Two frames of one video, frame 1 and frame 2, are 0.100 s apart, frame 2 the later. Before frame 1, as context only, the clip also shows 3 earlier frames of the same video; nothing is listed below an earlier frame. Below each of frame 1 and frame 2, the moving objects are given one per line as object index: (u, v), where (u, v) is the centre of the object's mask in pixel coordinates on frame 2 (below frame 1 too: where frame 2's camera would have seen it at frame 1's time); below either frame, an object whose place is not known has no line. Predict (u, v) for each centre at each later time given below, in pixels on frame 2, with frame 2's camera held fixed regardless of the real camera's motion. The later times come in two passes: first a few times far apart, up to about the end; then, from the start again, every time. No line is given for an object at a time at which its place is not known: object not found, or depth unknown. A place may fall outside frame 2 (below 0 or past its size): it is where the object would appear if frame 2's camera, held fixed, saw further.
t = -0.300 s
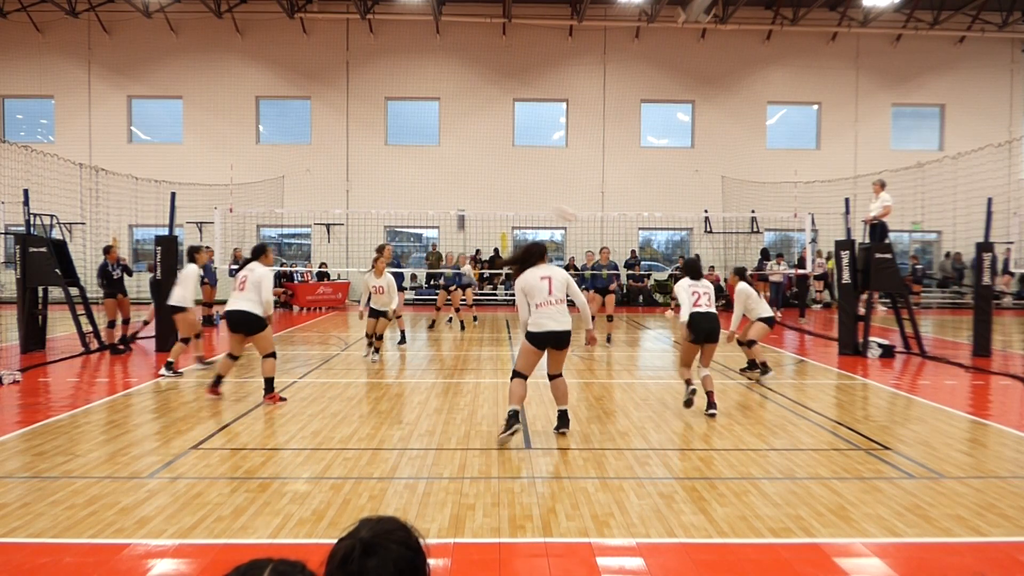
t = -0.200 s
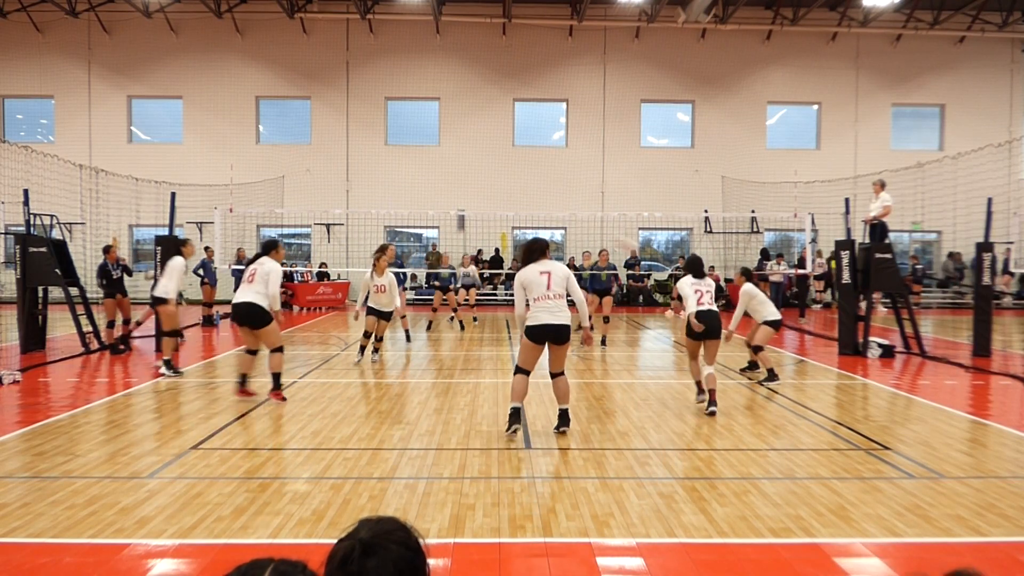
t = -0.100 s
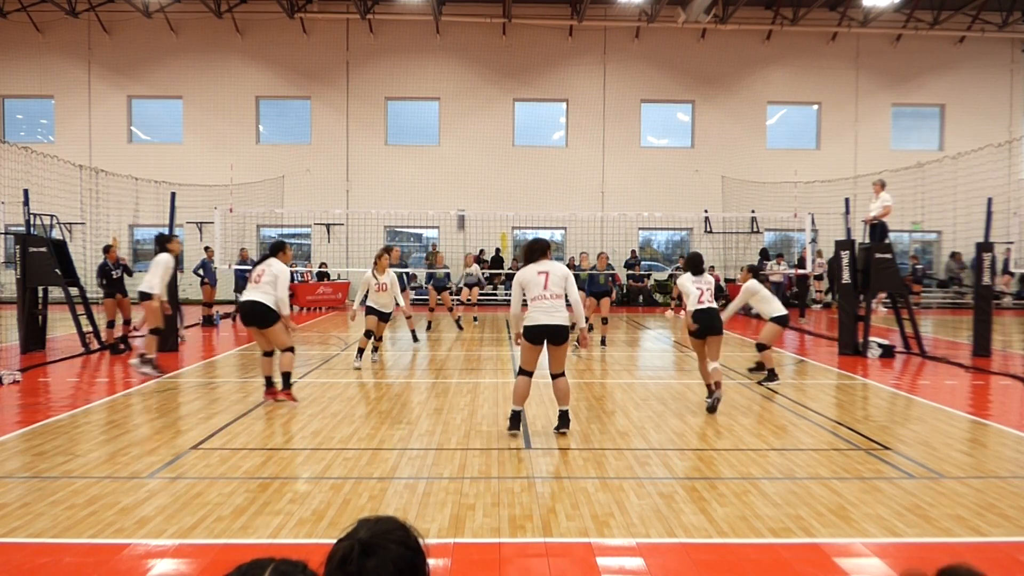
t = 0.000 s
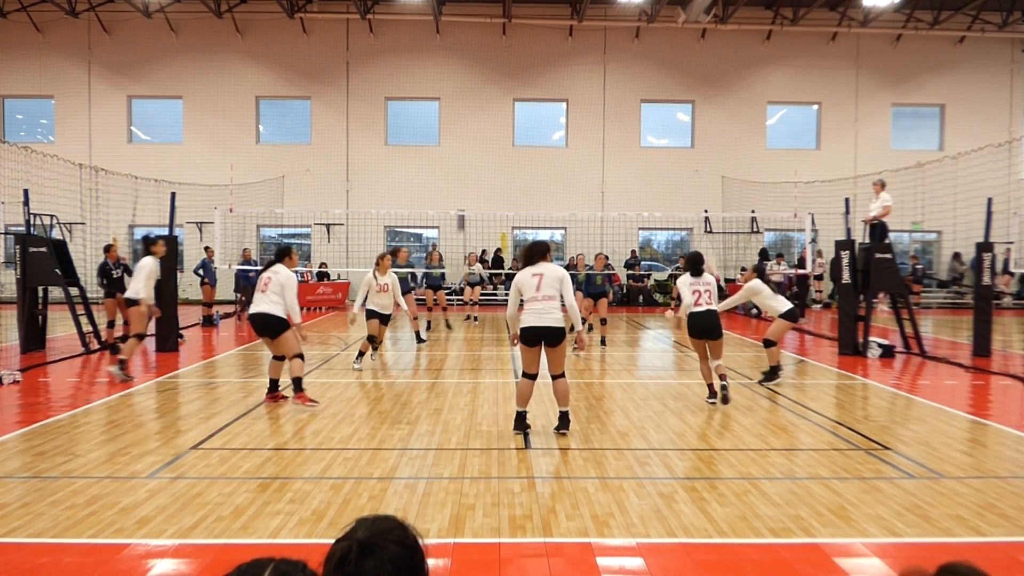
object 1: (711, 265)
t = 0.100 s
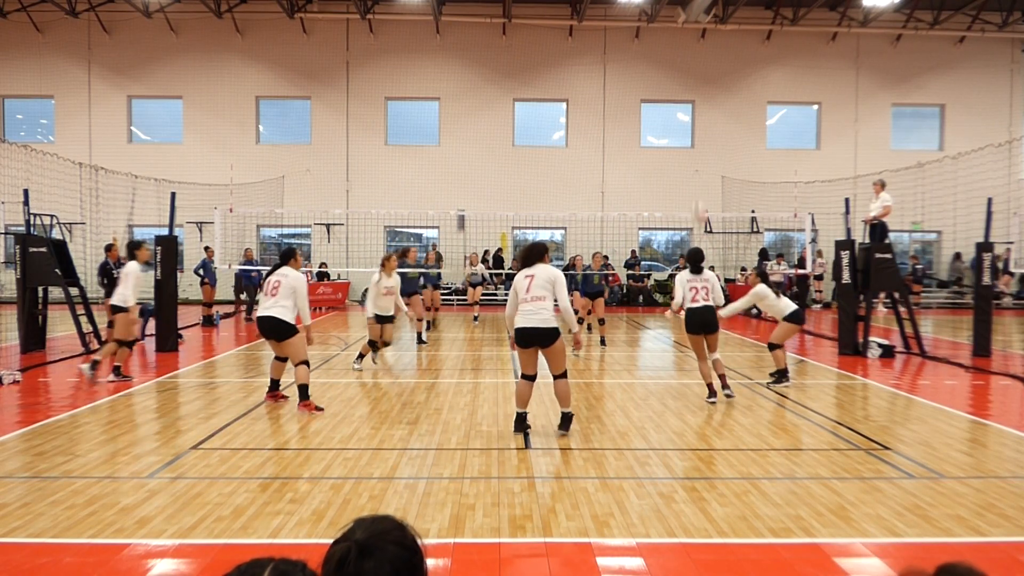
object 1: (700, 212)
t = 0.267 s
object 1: (682, 137)
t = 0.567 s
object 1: (647, 46)
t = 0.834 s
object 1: (617, 26)
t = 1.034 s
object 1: (593, 46)
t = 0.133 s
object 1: (696, 197)
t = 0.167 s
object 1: (692, 180)
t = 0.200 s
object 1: (688, 165)
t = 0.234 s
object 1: (685, 153)
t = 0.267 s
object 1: (682, 137)
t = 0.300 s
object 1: (676, 124)
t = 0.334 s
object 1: (672, 110)
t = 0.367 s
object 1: (669, 97)
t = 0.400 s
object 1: (666, 88)
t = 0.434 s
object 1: (662, 78)
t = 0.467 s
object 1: (659, 68)
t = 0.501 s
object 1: (655, 60)
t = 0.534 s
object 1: (652, 54)
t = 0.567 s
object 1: (647, 46)
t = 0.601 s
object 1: (644, 41)
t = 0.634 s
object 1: (640, 37)
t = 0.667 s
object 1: (636, 32)
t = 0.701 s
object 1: (632, 30)
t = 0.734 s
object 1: (629, 28)
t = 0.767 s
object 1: (624, 25)
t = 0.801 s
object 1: (621, 25)
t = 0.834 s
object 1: (617, 26)
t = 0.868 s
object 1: (613, 27)
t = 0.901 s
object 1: (609, 29)
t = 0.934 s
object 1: (605, 32)
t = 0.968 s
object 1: (602, 36)
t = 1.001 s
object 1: (597, 41)
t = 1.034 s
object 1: (593, 46)
